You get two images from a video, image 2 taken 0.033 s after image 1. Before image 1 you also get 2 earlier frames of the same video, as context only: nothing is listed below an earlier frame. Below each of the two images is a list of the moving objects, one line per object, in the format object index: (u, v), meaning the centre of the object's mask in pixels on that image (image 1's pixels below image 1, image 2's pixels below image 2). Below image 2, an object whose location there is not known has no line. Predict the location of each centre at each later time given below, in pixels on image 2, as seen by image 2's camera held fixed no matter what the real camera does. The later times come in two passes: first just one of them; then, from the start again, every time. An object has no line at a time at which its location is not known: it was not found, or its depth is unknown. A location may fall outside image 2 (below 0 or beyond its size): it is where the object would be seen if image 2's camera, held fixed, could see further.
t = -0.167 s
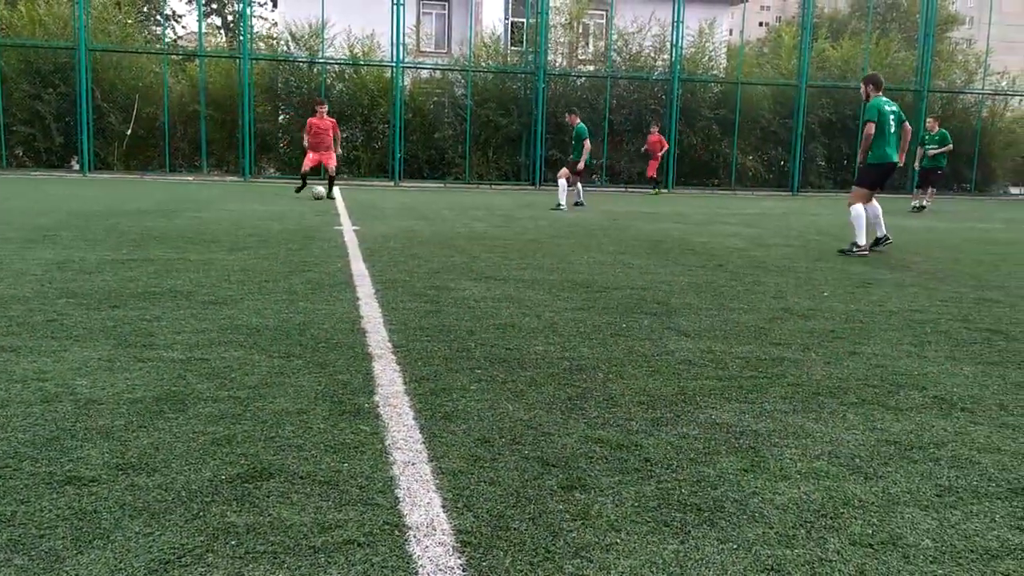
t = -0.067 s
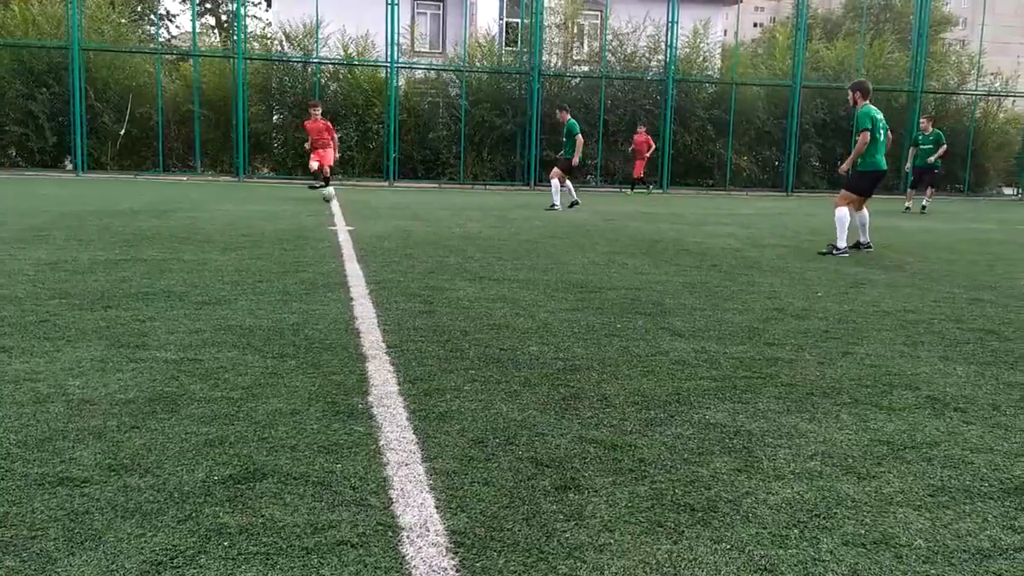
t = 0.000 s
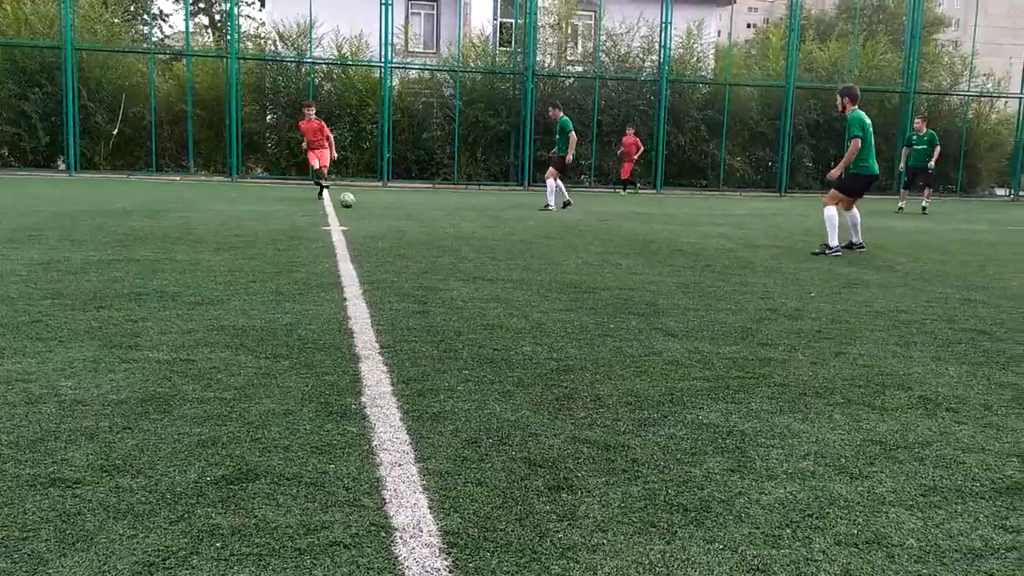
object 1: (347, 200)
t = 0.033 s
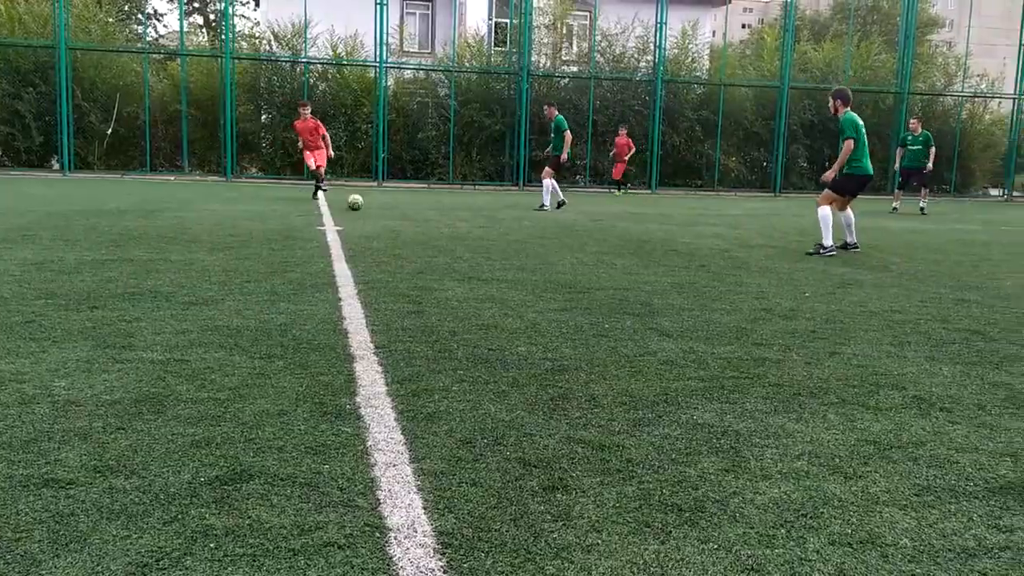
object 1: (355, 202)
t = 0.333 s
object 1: (501, 230)
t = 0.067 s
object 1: (368, 203)
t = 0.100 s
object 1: (382, 205)
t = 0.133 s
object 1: (397, 209)
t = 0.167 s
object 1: (412, 214)
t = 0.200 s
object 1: (428, 216)
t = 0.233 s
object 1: (445, 219)
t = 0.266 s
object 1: (463, 223)
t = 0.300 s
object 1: (482, 227)
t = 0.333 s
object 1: (501, 230)
